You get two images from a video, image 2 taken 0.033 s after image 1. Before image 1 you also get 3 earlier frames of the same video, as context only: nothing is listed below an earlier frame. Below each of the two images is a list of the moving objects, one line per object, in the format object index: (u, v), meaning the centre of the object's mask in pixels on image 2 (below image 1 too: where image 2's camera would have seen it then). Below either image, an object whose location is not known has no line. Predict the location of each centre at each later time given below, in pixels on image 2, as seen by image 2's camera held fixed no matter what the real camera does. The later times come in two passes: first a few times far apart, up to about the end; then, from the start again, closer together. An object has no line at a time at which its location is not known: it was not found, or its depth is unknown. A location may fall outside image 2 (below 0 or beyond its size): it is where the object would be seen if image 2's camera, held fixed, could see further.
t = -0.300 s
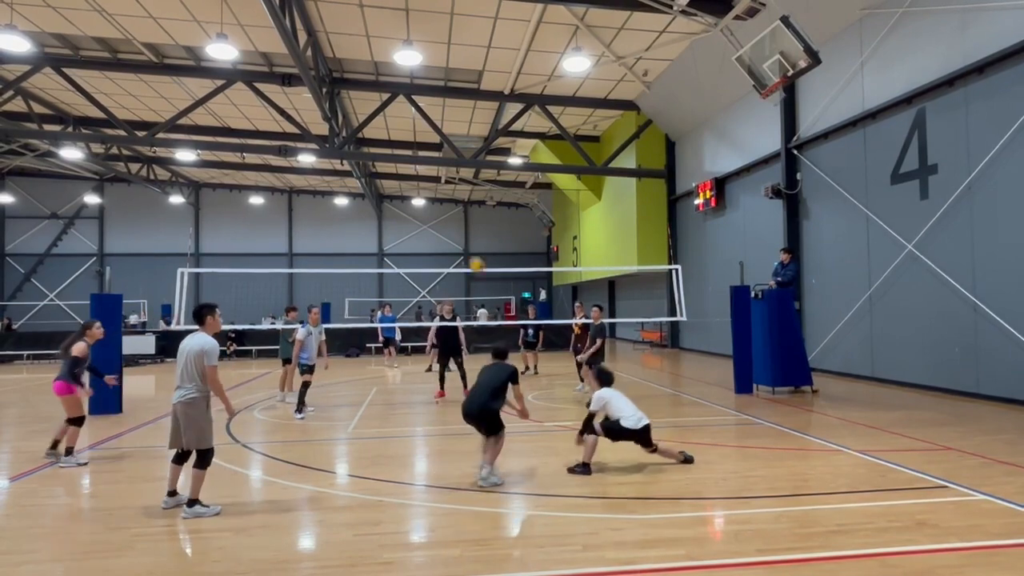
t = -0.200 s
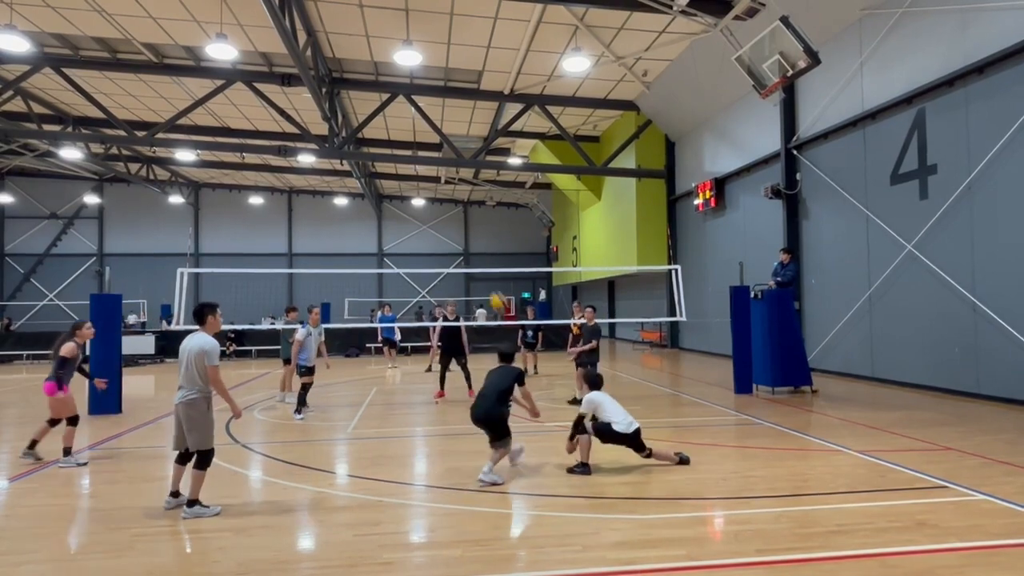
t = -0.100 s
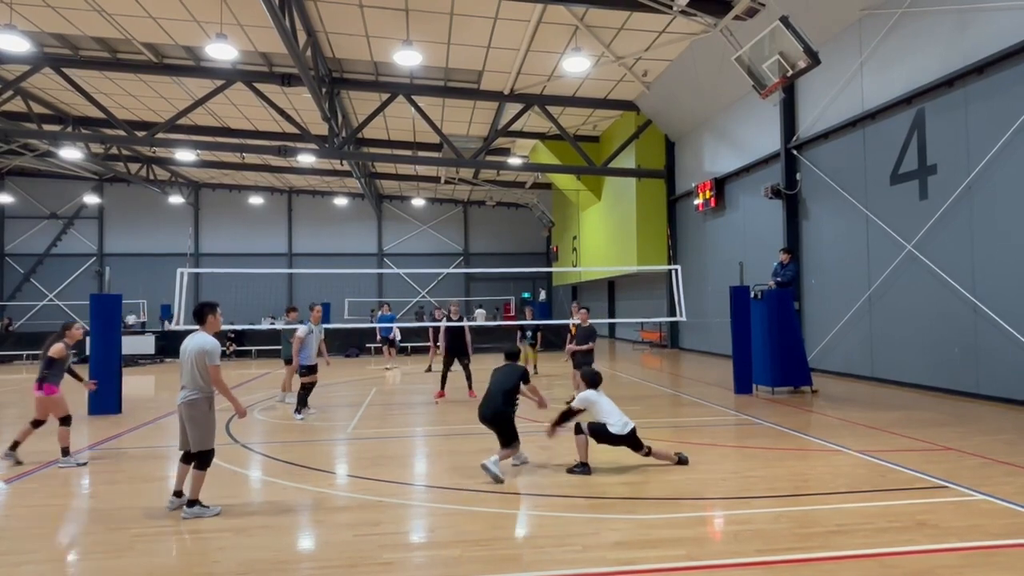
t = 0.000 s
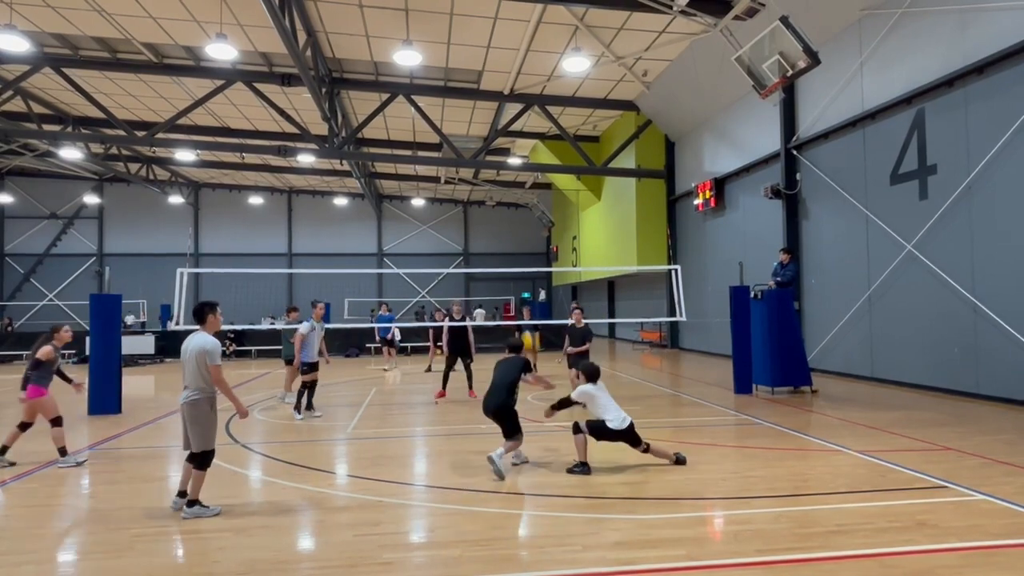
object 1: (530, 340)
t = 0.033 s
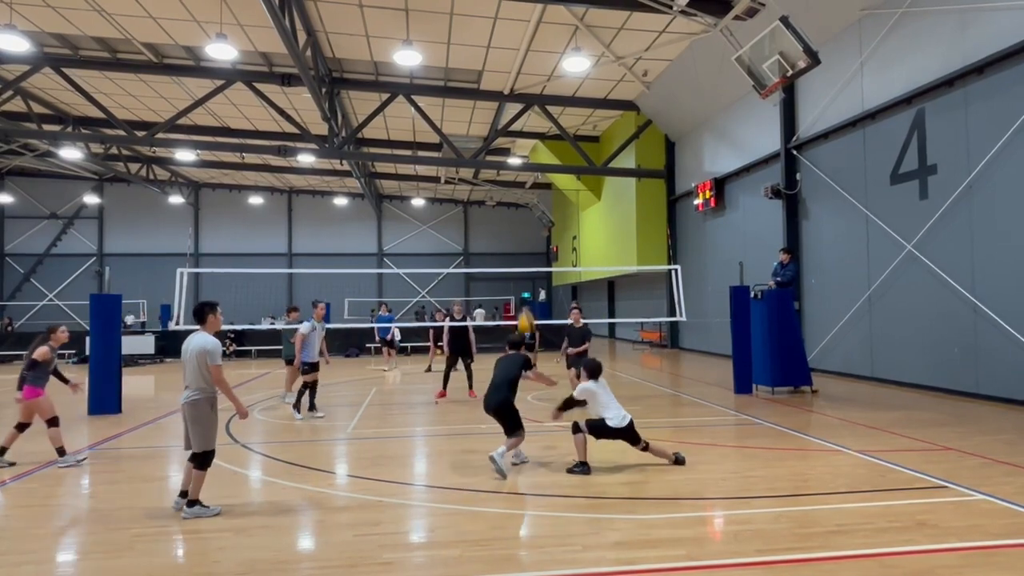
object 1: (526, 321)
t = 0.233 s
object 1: (500, 230)
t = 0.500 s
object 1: (470, 170)
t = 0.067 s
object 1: (521, 305)
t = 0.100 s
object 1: (516, 285)
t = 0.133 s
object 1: (512, 269)
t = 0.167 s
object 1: (508, 256)
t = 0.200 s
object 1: (504, 240)
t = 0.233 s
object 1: (500, 230)
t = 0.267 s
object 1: (496, 218)
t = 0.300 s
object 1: (492, 209)
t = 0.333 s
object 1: (489, 199)
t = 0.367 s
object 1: (485, 192)
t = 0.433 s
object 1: (478, 179)
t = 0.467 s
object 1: (474, 174)
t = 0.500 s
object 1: (470, 170)
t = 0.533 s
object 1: (467, 167)
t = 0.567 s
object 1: (464, 165)
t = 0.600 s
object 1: (461, 162)
